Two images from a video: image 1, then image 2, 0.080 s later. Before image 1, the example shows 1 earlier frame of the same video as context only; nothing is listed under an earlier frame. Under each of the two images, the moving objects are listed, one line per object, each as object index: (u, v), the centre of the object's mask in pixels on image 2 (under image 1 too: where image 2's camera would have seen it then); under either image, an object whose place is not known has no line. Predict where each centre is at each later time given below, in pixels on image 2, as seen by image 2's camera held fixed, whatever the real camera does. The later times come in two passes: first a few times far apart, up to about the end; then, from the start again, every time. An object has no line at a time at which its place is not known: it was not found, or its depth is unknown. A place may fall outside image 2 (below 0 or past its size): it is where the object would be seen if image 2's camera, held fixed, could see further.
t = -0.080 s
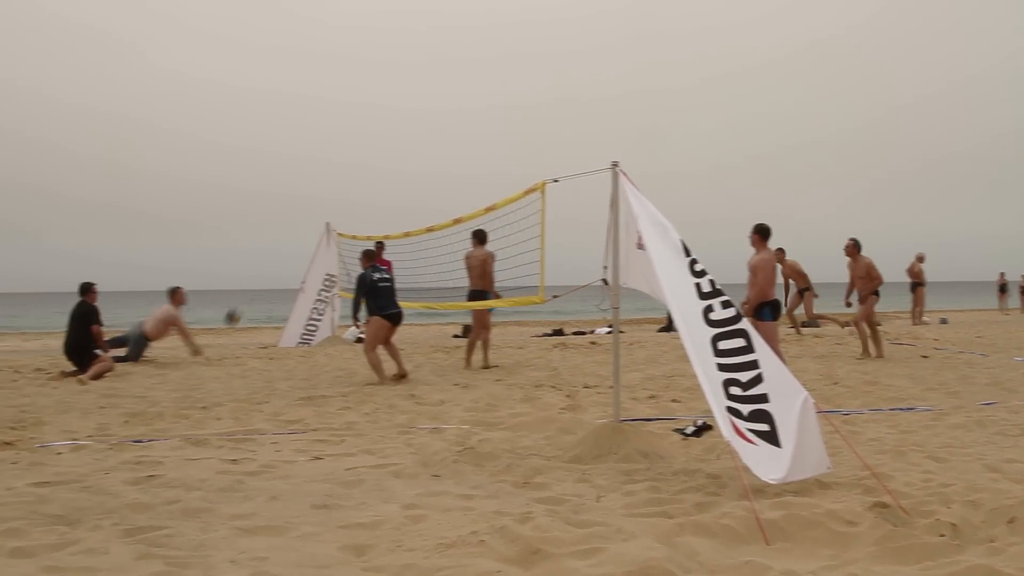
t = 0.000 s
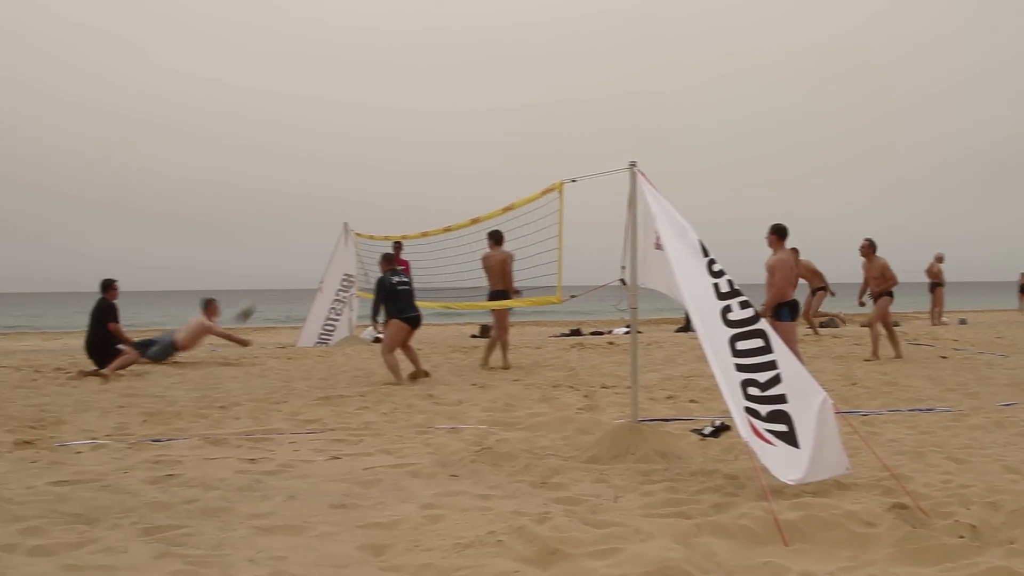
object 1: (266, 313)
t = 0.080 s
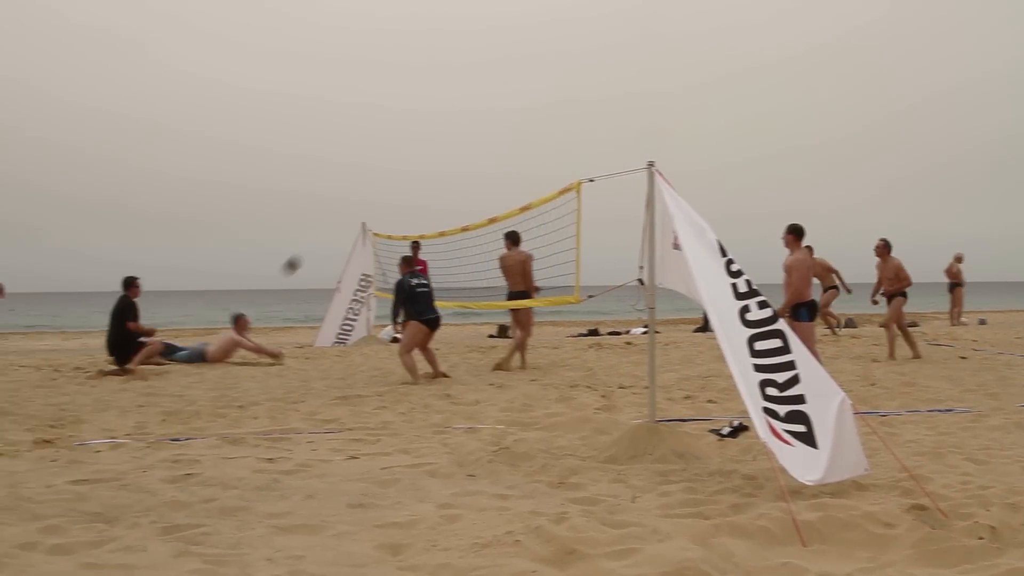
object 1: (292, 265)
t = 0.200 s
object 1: (333, 203)
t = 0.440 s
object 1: (413, 111)
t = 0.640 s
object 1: (480, 69)
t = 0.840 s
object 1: (542, 55)
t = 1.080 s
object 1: (614, 75)
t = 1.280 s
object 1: (674, 121)
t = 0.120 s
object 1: (304, 244)
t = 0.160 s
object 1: (318, 224)
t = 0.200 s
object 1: (333, 203)
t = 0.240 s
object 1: (346, 184)
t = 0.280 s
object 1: (359, 167)
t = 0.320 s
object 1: (373, 152)
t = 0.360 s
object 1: (387, 137)
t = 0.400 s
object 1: (400, 123)
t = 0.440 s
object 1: (413, 111)
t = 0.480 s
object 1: (427, 101)
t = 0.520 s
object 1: (440, 91)
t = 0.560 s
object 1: (454, 82)
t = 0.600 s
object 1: (467, 75)
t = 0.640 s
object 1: (480, 69)
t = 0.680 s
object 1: (492, 64)
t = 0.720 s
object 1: (505, 60)
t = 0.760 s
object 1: (517, 57)
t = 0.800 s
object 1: (530, 56)
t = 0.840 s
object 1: (542, 55)
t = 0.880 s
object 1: (554, 56)
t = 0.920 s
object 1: (566, 57)
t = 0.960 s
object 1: (578, 60)
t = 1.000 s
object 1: (590, 64)
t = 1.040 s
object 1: (602, 69)
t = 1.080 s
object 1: (614, 75)
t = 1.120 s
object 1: (626, 82)
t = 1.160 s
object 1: (638, 90)
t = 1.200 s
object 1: (650, 99)
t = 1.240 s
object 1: (662, 110)
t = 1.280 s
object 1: (674, 121)
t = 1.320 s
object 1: (686, 133)
